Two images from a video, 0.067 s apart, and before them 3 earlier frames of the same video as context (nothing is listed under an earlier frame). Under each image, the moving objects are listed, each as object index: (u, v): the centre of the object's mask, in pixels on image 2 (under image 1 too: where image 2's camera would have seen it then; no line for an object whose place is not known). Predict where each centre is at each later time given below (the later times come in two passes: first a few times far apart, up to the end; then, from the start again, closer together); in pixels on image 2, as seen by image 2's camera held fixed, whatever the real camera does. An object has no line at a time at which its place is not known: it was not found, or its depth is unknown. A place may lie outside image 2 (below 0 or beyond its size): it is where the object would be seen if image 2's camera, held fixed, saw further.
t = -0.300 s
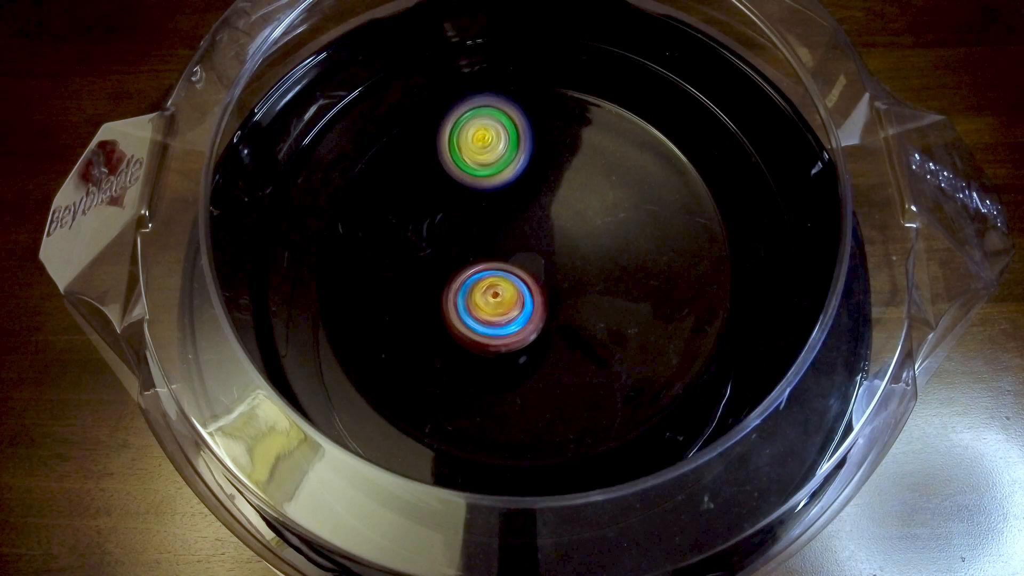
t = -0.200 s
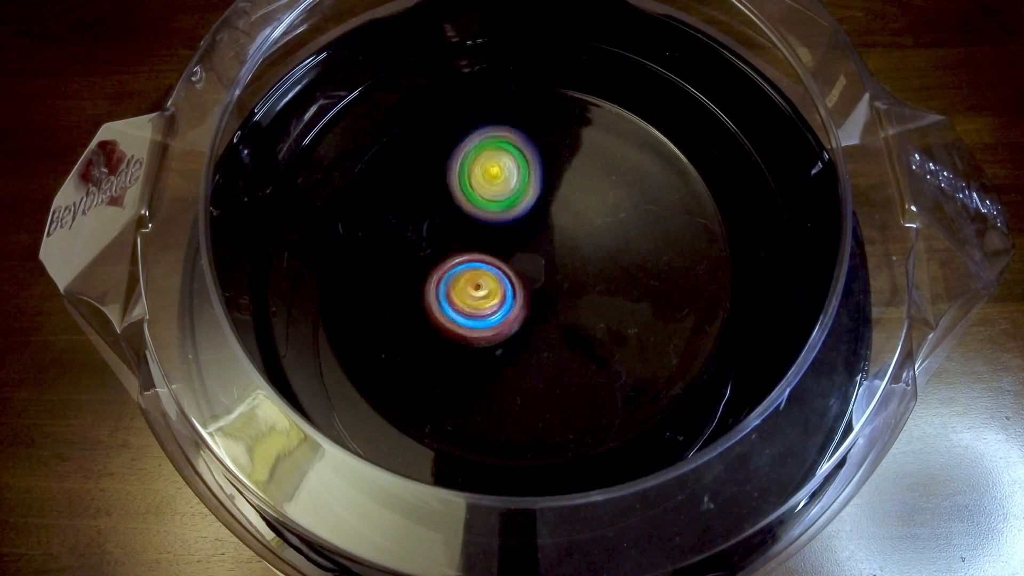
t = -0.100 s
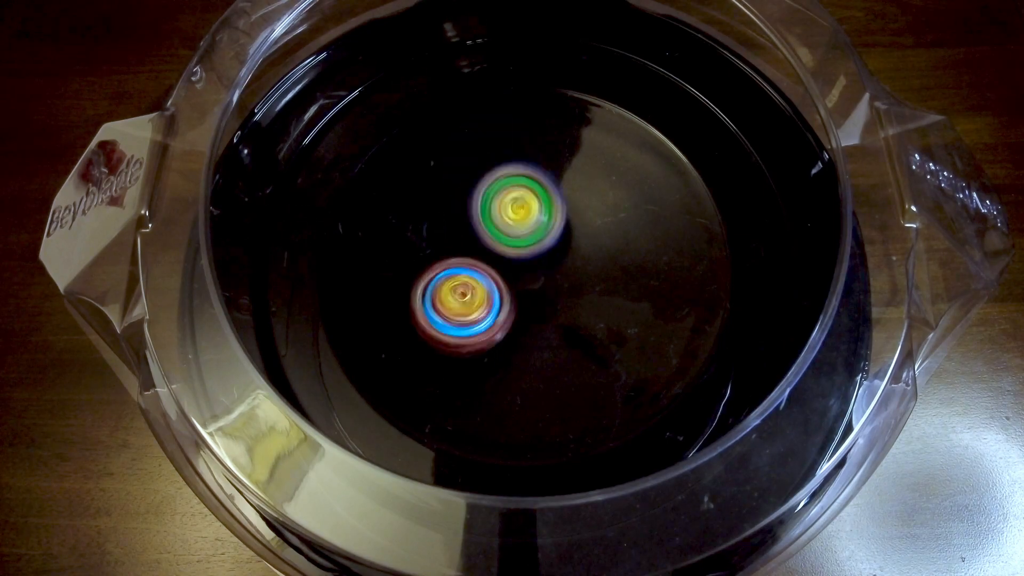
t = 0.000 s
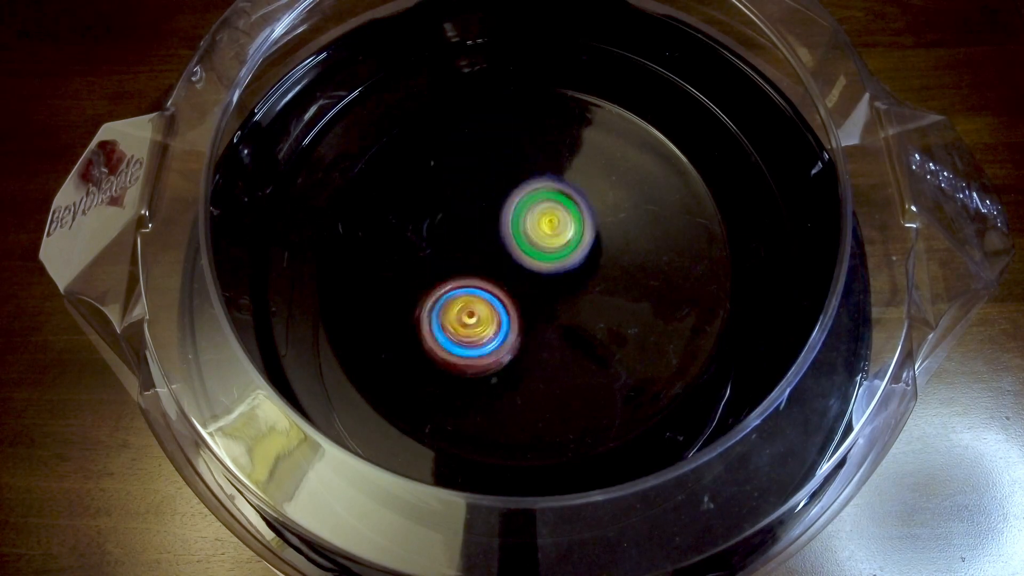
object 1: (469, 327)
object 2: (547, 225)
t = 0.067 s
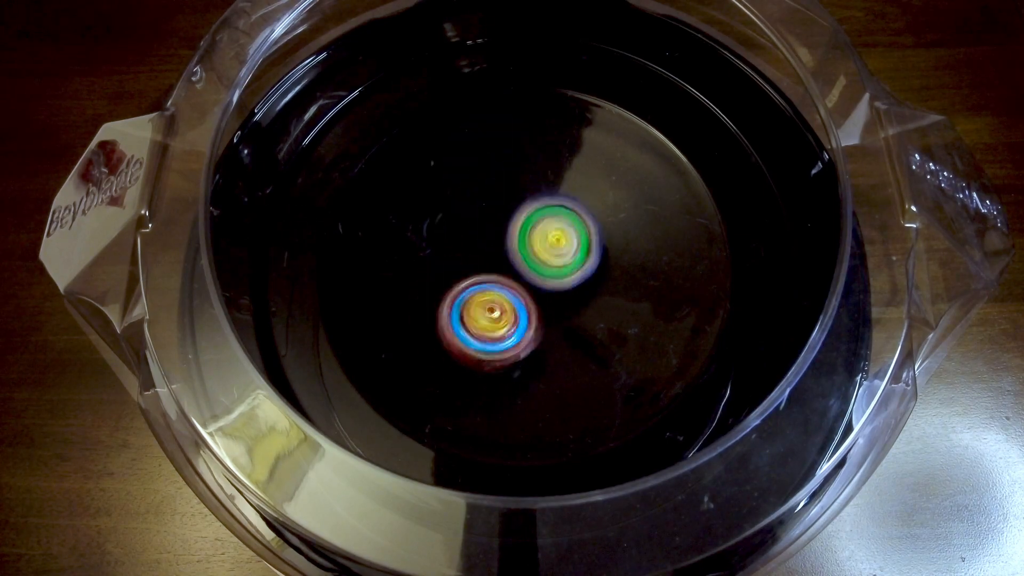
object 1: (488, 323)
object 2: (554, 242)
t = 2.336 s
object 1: (449, 276)
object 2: (591, 259)
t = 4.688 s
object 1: (489, 298)
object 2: (564, 231)
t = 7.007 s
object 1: (476, 248)
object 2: (566, 259)
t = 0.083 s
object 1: (491, 324)
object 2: (556, 241)
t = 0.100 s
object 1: (493, 327)
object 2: (560, 237)
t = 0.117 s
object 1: (494, 330)
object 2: (563, 231)
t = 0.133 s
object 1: (497, 330)
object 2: (566, 227)
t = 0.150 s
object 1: (500, 329)
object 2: (568, 224)
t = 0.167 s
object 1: (503, 327)
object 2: (569, 221)
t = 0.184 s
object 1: (508, 324)
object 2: (569, 219)
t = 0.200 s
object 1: (511, 319)
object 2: (569, 218)
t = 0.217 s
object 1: (514, 313)
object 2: (568, 217)
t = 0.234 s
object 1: (516, 306)
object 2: (567, 217)
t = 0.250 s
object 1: (517, 301)
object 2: (566, 217)
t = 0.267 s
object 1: (514, 297)
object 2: (567, 213)
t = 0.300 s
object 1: (507, 289)
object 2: (572, 204)
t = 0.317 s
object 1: (502, 283)
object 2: (573, 201)
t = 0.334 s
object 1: (497, 278)
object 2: (574, 199)
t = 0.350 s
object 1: (492, 275)
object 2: (573, 198)
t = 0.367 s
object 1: (486, 272)
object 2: (573, 198)
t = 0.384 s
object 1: (481, 268)
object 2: (572, 199)
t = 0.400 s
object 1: (475, 265)
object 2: (571, 200)
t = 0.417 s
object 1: (469, 263)
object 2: (569, 202)
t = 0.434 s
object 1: (463, 262)
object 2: (567, 204)
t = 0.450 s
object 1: (457, 262)
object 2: (565, 207)
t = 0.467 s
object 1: (454, 262)
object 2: (563, 210)
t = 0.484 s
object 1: (449, 263)
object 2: (560, 213)
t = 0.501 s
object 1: (446, 264)
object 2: (558, 216)
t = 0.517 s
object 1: (444, 265)
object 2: (554, 220)
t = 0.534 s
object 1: (443, 267)
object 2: (551, 224)
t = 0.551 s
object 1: (443, 268)
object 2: (548, 228)
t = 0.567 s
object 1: (444, 270)
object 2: (544, 231)
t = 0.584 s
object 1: (445, 272)
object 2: (542, 235)
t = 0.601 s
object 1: (443, 274)
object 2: (542, 237)
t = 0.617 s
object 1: (442, 277)
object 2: (543, 239)
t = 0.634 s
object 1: (443, 279)
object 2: (543, 240)
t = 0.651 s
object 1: (445, 281)
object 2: (543, 242)
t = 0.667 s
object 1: (447, 283)
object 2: (543, 243)
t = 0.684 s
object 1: (448, 285)
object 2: (545, 243)
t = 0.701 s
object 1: (449, 288)
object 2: (550, 242)
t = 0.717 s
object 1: (449, 290)
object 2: (555, 240)
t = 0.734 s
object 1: (451, 291)
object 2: (558, 239)
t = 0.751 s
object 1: (454, 293)
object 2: (561, 238)
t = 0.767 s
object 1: (458, 293)
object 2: (562, 237)
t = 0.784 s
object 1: (463, 292)
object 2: (562, 237)
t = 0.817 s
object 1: (473, 290)
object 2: (562, 237)
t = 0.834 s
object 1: (477, 290)
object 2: (564, 236)
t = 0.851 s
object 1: (477, 290)
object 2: (568, 232)
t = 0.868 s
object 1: (478, 290)
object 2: (573, 228)
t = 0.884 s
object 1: (479, 289)
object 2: (577, 223)
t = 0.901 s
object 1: (480, 288)
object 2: (580, 220)
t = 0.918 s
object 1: (483, 287)
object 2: (582, 217)
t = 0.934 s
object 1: (484, 285)
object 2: (583, 215)
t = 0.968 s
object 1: (489, 278)
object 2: (583, 213)
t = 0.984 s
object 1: (491, 274)
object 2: (581, 214)
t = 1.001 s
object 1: (492, 270)
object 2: (581, 215)
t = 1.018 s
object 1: (492, 266)
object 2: (580, 215)
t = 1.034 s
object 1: (486, 264)
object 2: (583, 212)
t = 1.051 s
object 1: (480, 264)
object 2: (586, 210)
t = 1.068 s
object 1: (476, 264)
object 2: (589, 207)
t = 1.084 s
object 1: (471, 264)
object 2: (590, 206)
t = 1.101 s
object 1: (467, 265)
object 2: (590, 205)
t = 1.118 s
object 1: (464, 265)
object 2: (589, 206)
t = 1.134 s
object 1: (463, 268)
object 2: (588, 207)
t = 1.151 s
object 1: (461, 269)
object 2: (587, 208)
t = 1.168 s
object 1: (461, 271)
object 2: (585, 209)
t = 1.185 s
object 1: (462, 273)
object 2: (582, 212)
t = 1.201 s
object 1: (464, 274)
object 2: (579, 213)
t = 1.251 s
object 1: (473, 276)
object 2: (568, 222)
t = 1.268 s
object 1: (477, 276)
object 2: (563, 226)
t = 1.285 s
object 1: (477, 277)
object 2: (562, 228)
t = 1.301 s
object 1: (471, 282)
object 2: (565, 224)
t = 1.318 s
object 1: (461, 287)
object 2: (575, 219)
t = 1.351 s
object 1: (448, 299)
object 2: (589, 209)
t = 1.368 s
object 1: (443, 305)
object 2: (594, 206)
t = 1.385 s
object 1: (440, 310)
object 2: (600, 203)
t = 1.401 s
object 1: (439, 316)
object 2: (602, 202)
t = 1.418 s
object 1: (438, 320)
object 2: (606, 200)
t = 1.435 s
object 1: (439, 324)
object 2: (608, 199)
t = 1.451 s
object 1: (440, 328)
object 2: (608, 200)
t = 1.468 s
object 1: (443, 330)
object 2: (609, 200)
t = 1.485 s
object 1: (447, 332)
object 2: (608, 201)
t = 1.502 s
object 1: (452, 333)
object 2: (606, 203)
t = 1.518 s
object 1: (457, 333)
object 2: (605, 206)
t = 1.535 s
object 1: (463, 331)
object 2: (602, 208)
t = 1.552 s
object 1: (469, 330)
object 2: (599, 211)
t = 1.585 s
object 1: (482, 322)
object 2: (593, 217)
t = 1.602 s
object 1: (488, 319)
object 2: (589, 221)
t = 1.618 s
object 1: (496, 314)
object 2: (585, 225)
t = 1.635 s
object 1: (501, 306)
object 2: (580, 228)
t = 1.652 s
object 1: (504, 302)
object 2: (576, 231)
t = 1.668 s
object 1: (504, 300)
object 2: (576, 228)
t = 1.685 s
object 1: (501, 300)
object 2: (581, 220)
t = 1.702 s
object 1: (497, 300)
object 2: (587, 212)
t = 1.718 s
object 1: (494, 298)
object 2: (591, 205)
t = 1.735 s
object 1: (494, 295)
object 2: (594, 198)
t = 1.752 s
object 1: (493, 291)
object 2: (596, 194)
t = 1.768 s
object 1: (491, 287)
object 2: (598, 190)
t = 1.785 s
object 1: (492, 282)
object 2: (598, 186)
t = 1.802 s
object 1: (491, 277)
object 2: (597, 185)
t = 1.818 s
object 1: (489, 273)
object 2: (596, 184)
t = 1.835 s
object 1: (488, 267)
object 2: (594, 184)
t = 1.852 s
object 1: (485, 261)
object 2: (592, 186)
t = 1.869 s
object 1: (482, 257)
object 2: (590, 188)
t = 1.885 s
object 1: (481, 252)
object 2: (587, 190)
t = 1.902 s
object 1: (477, 247)
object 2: (583, 193)
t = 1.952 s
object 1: (467, 238)
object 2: (571, 204)
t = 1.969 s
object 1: (463, 236)
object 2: (567, 209)
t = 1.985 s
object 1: (461, 234)
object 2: (562, 214)
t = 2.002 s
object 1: (456, 233)
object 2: (560, 219)
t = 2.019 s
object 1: (447, 234)
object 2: (564, 223)
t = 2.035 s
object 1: (440, 235)
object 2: (567, 226)
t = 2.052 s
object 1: (433, 236)
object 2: (570, 229)
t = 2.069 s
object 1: (428, 238)
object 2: (571, 232)
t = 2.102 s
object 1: (421, 243)
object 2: (573, 239)
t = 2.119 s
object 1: (418, 247)
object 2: (573, 242)
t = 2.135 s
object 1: (417, 250)
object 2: (572, 246)
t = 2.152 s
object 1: (417, 253)
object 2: (571, 249)
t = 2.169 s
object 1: (418, 257)
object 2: (570, 252)
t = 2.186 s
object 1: (421, 261)
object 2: (567, 255)
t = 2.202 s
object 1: (426, 264)
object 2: (565, 257)
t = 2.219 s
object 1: (432, 266)
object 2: (561, 259)
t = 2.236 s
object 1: (438, 269)
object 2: (559, 261)
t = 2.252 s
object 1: (445, 271)
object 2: (555, 263)
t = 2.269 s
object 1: (449, 273)
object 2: (557, 264)
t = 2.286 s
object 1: (447, 273)
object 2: (567, 263)
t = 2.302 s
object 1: (447, 275)
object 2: (576, 262)
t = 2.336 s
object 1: (449, 276)
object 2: (591, 259)
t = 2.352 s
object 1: (453, 277)
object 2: (597, 258)
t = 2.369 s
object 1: (456, 277)
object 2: (602, 256)
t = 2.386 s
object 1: (459, 277)
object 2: (605, 255)
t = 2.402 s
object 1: (464, 275)
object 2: (606, 253)
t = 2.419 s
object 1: (470, 275)
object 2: (607, 252)
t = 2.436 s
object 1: (474, 273)
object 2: (606, 252)
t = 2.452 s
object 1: (479, 269)
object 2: (604, 251)
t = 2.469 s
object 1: (485, 267)
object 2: (603, 251)
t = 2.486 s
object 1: (489, 264)
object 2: (600, 251)
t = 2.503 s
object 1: (492, 259)
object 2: (597, 251)
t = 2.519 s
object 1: (494, 256)
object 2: (597, 251)
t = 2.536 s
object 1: (493, 251)
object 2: (599, 250)
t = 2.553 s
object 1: (494, 247)
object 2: (600, 249)
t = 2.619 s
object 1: (494, 227)
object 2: (596, 248)
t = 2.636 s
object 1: (492, 222)
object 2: (593, 248)
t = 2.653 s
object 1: (491, 219)
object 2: (591, 248)
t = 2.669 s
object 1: (489, 215)
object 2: (587, 249)
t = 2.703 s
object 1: (485, 211)
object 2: (578, 250)
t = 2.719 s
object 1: (483, 209)
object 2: (573, 251)
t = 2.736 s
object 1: (479, 207)
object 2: (572, 253)
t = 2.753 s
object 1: (473, 204)
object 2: (572, 254)
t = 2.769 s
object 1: (467, 203)
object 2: (572, 256)
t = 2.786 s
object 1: (462, 201)
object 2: (571, 259)
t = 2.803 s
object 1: (458, 201)
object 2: (569, 258)
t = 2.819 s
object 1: (453, 202)
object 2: (566, 261)
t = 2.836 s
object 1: (449, 203)
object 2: (565, 261)
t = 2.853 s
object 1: (446, 205)
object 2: (561, 261)
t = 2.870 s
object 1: (444, 208)
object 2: (557, 261)
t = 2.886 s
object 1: (441, 210)
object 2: (553, 260)
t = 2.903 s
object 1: (440, 214)
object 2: (549, 259)
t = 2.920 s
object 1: (441, 218)
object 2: (546, 258)
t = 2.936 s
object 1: (442, 223)
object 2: (541, 258)
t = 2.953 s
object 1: (439, 225)
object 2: (545, 256)
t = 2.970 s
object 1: (433, 228)
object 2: (552, 258)
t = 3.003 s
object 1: (426, 234)
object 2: (568, 261)
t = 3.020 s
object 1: (425, 236)
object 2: (574, 262)
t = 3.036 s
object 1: (425, 241)
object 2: (579, 263)
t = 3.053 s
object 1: (425, 245)
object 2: (583, 264)
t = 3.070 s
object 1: (427, 248)
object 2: (586, 265)
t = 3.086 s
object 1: (430, 252)
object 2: (588, 265)
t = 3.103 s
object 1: (435, 256)
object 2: (588, 265)
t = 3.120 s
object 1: (439, 260)
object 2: (588, 266)
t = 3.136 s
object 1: (443, 262)
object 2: (587, 266)
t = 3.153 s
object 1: (450, 264)
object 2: (586, 265)
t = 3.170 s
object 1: (457, 267)
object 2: (585, 266)
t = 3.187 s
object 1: (463, 269)
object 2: (582, 266)
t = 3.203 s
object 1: (470, 271)
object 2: (580, 266)
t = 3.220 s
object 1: (475, 272)
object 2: (579, 265)
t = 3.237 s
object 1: (478, 274)
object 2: (583, 263)
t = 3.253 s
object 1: (474, 275)
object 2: (594, 260)
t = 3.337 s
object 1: (483, 277)
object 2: (629, 250)
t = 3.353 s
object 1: (488, 277)
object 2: (633, 248)
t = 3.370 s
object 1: (493, 276)
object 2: (636, 248)
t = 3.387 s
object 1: (497, 275)
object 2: (636, 247)
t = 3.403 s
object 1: (502, 273)
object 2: (636, 246)
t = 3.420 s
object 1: (507, 272)
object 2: (636, 246)
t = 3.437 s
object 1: (512, 268)
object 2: (634, 246)
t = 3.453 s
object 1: (515, 266)
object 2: (631, 245)
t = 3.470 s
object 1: (518, 263)
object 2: (627, 246)
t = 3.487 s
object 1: (520, 260)
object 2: (625, 246)
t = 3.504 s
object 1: (518, 256)
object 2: (626, 244)
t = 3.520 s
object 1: (517, 254)
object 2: (627, 243)
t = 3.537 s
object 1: (515, 249)
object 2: (626, 242)
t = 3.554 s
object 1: (514, 248)
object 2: (624, 241)
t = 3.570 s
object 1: (511, 244)
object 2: (623, 241)
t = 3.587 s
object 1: (510, 243)
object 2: (621, 241)
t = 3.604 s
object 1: (507, 240)
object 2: (618, 239)
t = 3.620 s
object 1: (505, 239)
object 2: (614, 240)
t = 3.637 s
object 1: (503, 237)
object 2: (611, 241)
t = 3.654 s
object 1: (500, 237)
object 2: (606, 242)
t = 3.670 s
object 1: (497, 235)
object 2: (601, 243)
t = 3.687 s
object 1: (495, 236)
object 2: (596, 244)
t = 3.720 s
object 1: (484, 236)
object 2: (591, 246)
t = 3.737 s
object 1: (476, 236)
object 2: (591, 247)
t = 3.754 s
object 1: (472, 236)
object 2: (589, 248)
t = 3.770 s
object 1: (467, 238)
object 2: (587, 249)
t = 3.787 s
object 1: (464, 239)
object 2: (584, 250)
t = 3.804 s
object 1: (460, 241)
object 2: (581, 251)
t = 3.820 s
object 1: (456, 243)
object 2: (576, 251)
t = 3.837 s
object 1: (453, 246)
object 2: (572, 251)
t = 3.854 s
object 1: (450, 249)
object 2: (566, 251)
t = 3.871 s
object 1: (449, 253)
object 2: (559, 251)
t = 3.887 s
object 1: (447, 256)
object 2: (553, 250)
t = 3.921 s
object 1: (442, 264)
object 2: (548, 248)
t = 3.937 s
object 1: (440, 267)
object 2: (547, 248)
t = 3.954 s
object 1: (440, 271)
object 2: (545, 247)
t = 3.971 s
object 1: (442, 272)
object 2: (542, 247)
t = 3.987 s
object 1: (445, 276)
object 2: (540, 247)
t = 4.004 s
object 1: (444, 278)
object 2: (540, 247)
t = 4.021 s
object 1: (440, 284)
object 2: (543, 244)
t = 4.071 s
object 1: (435, 294)
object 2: (549, 237)
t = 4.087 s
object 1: (434, 297)
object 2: (550, 236)
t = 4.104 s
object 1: (434, 301)
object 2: (549, 235)
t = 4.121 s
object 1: (435, 304)
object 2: (549, 235)
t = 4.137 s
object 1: (437, 308)
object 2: (549, 235)
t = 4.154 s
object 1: (438, 311)
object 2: (549, 236)
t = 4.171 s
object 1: (442, 312)
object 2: (549, 237)
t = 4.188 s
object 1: (447, 314)
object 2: (549, 238)
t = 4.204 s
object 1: (451, 313)
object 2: (548, 239)
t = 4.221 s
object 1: (457, 314)
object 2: (547, 241)
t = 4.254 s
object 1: (467, 312)
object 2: (544, 244)
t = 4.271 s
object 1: (468, 313)
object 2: (545, 244)
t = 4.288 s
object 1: (463, 316)
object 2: (550, 237)
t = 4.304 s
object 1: (459, 320)
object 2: (557, 231)
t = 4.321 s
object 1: (456, 322)
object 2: (564, 225)
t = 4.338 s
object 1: (456, 323)
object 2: (571, 219)
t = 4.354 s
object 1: (456, 325)
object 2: (575, 215)
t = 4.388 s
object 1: (457, 328)
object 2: (582, 209)
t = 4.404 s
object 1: (457, 330)
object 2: (584, 208)
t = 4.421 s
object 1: (457, 329)
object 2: (585, 207)
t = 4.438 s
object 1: (460, 330)
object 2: (587, 207)
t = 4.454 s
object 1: (461, 330)
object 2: (587, 208)
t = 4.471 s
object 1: (464, 326)
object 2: (586, 210)
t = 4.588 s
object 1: (488, 308)
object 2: (565, 228)
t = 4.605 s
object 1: (490, 305)
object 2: (560, 232)
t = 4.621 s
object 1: (491, 305)
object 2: (559, 233)
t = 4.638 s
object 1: (490, 304)
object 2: (561, 232)
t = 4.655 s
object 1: (488, 300)
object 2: (562, 233)
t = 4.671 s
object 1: (489, 299)
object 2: (562, 232)
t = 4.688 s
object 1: (489, 298)
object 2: (564, 231)
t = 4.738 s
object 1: (487, 296)
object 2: (572, 219)
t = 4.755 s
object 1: (485, 294)
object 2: (573, 216)
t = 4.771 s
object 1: (487, 293)
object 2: (573, 215)
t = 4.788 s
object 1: (487, 292)
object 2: (571, 215)
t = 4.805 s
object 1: (487, 289)
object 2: (570, 216)
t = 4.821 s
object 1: (488, 285)
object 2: (569, 217)
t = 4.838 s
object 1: (489, 284)
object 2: (568, 219)
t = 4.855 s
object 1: (487, 281)
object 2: (568, 219)
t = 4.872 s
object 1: (487, 280)
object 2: (569, 218)
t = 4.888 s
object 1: (486, 279)
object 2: (569, 217)
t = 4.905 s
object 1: (484, 277)
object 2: (569, 218)
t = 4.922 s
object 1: (484, 274)
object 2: (569, 218)
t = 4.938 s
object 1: (484, 274)
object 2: (568, 219)
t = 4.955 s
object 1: (479, 271)
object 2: (570, 218)
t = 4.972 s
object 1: (477, 270)
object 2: (573, 217)
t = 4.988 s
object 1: (475, 271)
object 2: (574, 216)
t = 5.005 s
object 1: (473, 271)
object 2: (575, 215)
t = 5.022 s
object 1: (473, 269)
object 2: (575, 215)
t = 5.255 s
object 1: (469, 255)
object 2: (568, 225)
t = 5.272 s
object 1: (470, 255)
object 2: (566, 226)
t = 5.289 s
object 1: (468, 251)
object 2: (566, 227)
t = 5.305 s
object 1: (465, 252)
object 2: (569, 229)
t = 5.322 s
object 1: (462, 254)
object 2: (573, 230)
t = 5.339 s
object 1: (459, 254)
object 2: (576, 230)
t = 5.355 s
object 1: (458, 253)
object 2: (578, 231)
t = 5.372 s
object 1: (459, 254)
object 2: (578, 233)
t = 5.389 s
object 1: (459, 255)
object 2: (578, 234)
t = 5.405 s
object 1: (457, 255)
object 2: (578, 237)
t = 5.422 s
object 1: (457, 255)
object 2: (577, 240)
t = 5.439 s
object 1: (457, 256)
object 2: (575, 242)
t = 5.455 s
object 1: (458, 257)
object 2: (573, 245)
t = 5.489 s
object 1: (462, 257)
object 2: (570, 249)
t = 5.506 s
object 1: (463, 257)
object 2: (568, 252)
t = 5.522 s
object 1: (463, 255)
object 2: (566, 254)
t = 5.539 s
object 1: (463, 255)
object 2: (568, 254)
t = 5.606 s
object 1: (467, 256)
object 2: (573, 261)
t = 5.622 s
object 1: (467, 256)
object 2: (576, 263)
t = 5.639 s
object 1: (468, 255)
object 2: (577, 264)
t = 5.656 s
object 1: (470, 254)
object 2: (578, 266)
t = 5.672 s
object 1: (474, 254)
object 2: (579, 268)
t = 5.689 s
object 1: (477, 255)
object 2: (579, 270)
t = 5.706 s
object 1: (478, 255)
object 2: (577, 271)
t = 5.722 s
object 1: (478, 255)
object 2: (581, 272)
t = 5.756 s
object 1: (474, 256)
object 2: (590, 275)
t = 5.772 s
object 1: (473, 253)
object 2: (593, 275)
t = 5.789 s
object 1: (475, 252)
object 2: (594, 276)
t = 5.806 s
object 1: (477, 252)
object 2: (595, 277)
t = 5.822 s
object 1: (480, 253)
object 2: (596, 278)
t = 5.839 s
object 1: (483, 253)
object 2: (595, 278)
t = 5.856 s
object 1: (487, 255)
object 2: (594, 278)
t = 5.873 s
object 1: (488, 258)
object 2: (593, 278)
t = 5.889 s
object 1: (488, 262)
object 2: (590, 279)
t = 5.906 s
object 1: (487, 264)
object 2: (588, 279)
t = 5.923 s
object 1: (483, 264)
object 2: (587, 280)
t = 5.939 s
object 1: (481, 264)
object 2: (584, 281)
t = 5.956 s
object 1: (480, 263)
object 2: (582, 280)
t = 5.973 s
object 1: (481, 259)
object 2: (582, 279)
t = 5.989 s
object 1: (478, 258)
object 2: (586, 279)
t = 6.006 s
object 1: (473, 256)
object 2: (590, 279)
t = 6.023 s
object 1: (468, 253)
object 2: (594, 278)
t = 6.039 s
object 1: (464, 250)
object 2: (596, 277)
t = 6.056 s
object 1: (461, 247)
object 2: (597, 276)
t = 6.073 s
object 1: (461, 245)
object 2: (597, 274)
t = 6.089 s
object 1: (461, 245)
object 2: (596, 272)
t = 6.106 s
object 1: (461, 244)
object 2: (595, 270)
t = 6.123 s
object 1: (460, 244)
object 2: (592, 268)
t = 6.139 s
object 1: (460, 244)
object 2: (590, 266)
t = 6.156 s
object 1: (462, 244)
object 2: (584, 264)
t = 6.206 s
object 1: (472, 249)
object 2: (574, 259)
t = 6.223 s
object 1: (474, 250)
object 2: (569, 259)
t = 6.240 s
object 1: (474, 249)
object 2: (569, 260)
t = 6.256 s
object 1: (474, 248)
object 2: (570, 260)
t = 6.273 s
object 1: (475, 247)
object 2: (571, 259)
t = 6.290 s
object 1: (477, 247)
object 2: (573, 259)
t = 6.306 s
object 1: (478, 247)
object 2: (575, 260)
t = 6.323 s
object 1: (480, 247)
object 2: (575, 258)
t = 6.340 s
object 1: (481, 247)
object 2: (576, 258)
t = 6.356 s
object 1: (479, 246)
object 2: (582, 258)
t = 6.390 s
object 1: (474, 244)
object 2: (592, 260)
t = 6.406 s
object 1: (472, 244)
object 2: (594, 261)
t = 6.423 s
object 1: (470, 243)
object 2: (594, 262)
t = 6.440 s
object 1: (469, 242)
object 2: (594, 263)
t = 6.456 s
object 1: (470, 241)
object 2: (593, 263)
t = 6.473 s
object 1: (471, 240)
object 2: (592, 264)
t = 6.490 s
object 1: (473, 239)
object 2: (590, 264)
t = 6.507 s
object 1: (475, 238)
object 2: (588, 263)
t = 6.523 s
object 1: (478, 238)
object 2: (586, 263)
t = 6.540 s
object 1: (480, 238)
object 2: (582, 262)
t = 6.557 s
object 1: (482, 238)
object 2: (579, 262)
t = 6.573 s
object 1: (482, 238)
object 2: (578, 262)
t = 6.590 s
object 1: (482, 238)
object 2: (578, 263)
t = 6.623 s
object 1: (482, 238)
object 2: (576, 265)
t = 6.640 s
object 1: (483, 239)
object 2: (576, 265)
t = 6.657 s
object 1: (484, 240)
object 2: (575, 265)
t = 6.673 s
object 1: (485, 241)
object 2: (573, 264)
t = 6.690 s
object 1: (486, 243)
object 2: (572, 264)
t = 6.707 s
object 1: (484, 244)
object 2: (573, 264)
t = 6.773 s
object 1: (481, 248)
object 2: (577, 264)
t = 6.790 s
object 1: (480, 248)
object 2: (578, 264)
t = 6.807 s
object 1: (478, 248)
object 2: (579, 263)
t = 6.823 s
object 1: (477, 248)
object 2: (578, 262)
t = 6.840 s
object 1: (476, 248)
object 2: (578, 262)
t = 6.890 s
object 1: (475, 247)
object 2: (574, 259)
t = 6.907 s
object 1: (474, 247)
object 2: (573, 258)
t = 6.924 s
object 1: (475, 247)
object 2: (571, 258)
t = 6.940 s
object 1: (475, 247)
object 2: (570, 258)
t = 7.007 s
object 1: (476, 248)
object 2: (566, 259)
